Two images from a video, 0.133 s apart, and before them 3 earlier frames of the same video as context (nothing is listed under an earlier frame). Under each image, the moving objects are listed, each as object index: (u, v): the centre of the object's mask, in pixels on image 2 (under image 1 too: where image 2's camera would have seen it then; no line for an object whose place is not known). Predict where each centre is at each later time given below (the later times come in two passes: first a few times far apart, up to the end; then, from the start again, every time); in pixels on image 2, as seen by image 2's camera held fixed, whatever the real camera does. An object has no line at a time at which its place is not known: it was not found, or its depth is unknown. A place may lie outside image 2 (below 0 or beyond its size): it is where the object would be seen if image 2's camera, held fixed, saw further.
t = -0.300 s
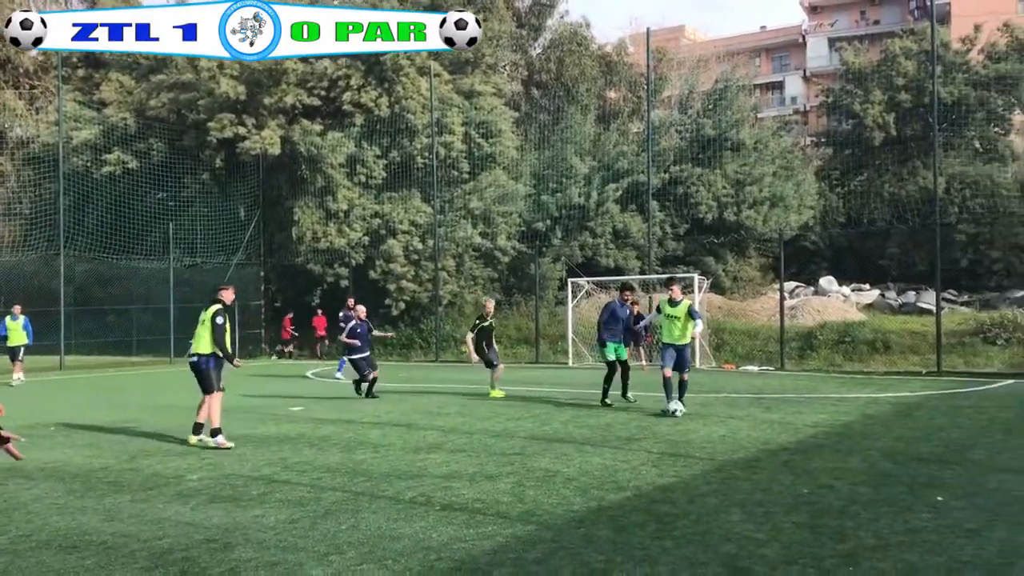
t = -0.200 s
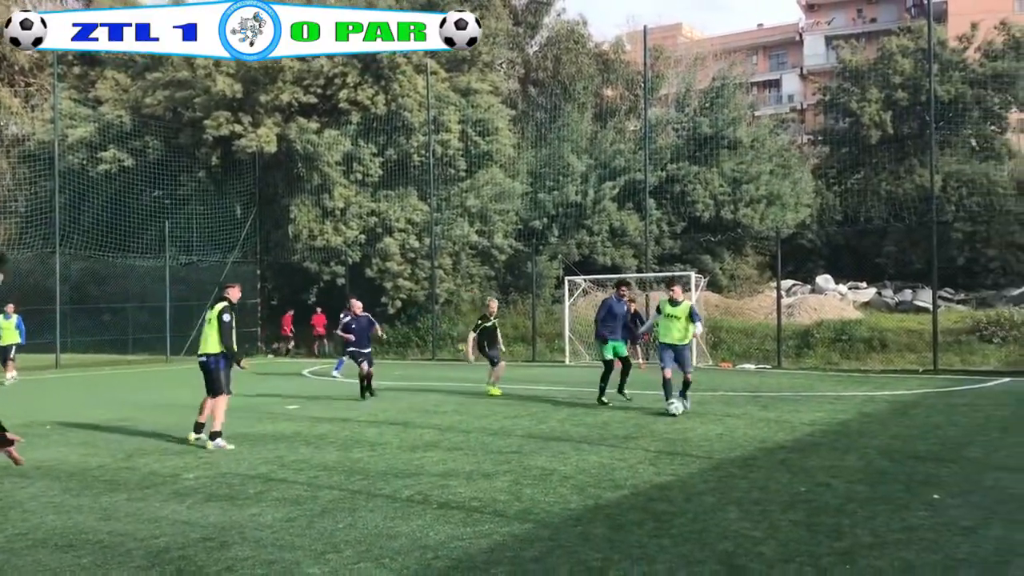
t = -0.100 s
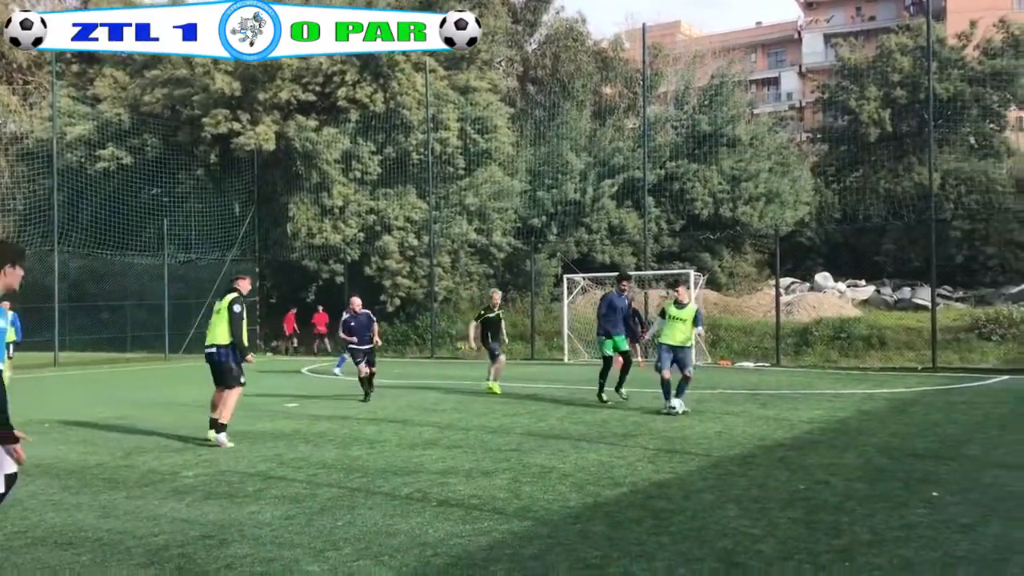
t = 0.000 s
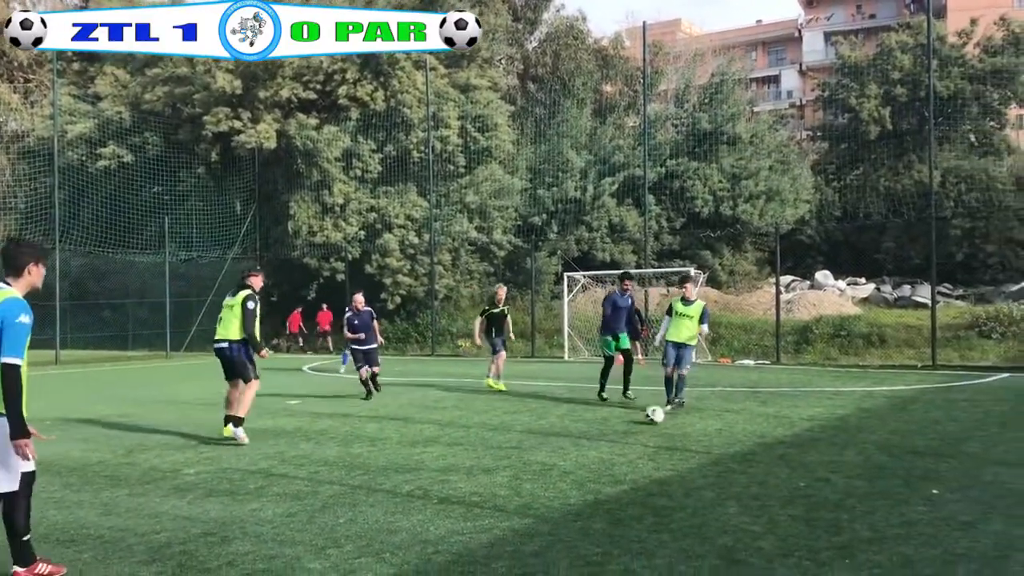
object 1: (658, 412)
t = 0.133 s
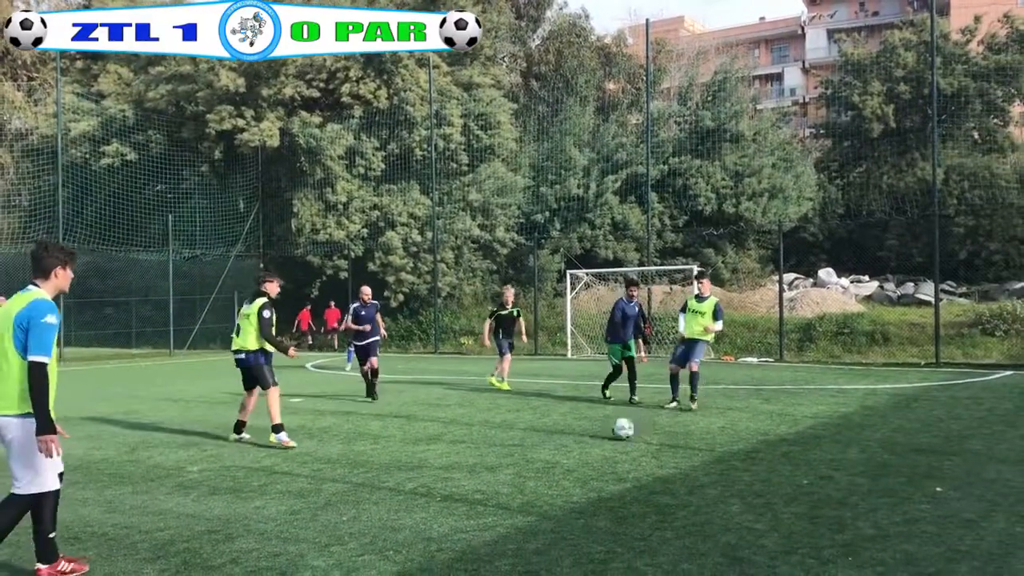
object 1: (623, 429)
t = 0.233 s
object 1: (593, 444)
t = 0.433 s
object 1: (517, 479)
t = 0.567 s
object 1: (456, 505)
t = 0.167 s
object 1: (614, 434)
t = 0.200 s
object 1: (603, 438)
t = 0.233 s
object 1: (593, 444)
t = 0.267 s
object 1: (582, 450)
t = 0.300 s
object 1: (570, 454)
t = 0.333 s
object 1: (558, 457)
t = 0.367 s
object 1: (545, 463)
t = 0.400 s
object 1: (532, 471)
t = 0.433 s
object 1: (517, 479)
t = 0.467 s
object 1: (504, 485)
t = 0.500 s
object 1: (488, 489)
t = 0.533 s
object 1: (473, 496)
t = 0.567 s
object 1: (456, 505)
